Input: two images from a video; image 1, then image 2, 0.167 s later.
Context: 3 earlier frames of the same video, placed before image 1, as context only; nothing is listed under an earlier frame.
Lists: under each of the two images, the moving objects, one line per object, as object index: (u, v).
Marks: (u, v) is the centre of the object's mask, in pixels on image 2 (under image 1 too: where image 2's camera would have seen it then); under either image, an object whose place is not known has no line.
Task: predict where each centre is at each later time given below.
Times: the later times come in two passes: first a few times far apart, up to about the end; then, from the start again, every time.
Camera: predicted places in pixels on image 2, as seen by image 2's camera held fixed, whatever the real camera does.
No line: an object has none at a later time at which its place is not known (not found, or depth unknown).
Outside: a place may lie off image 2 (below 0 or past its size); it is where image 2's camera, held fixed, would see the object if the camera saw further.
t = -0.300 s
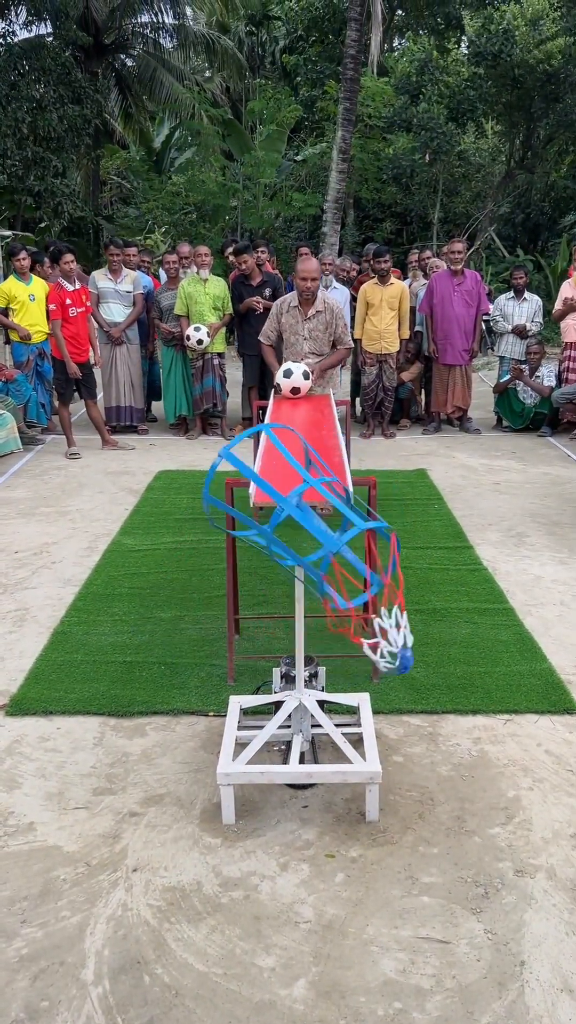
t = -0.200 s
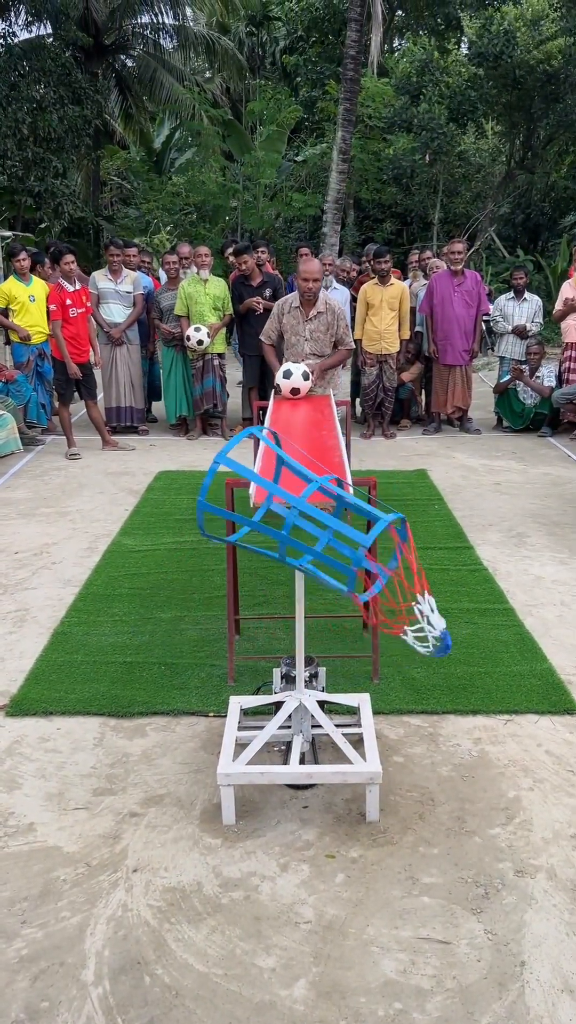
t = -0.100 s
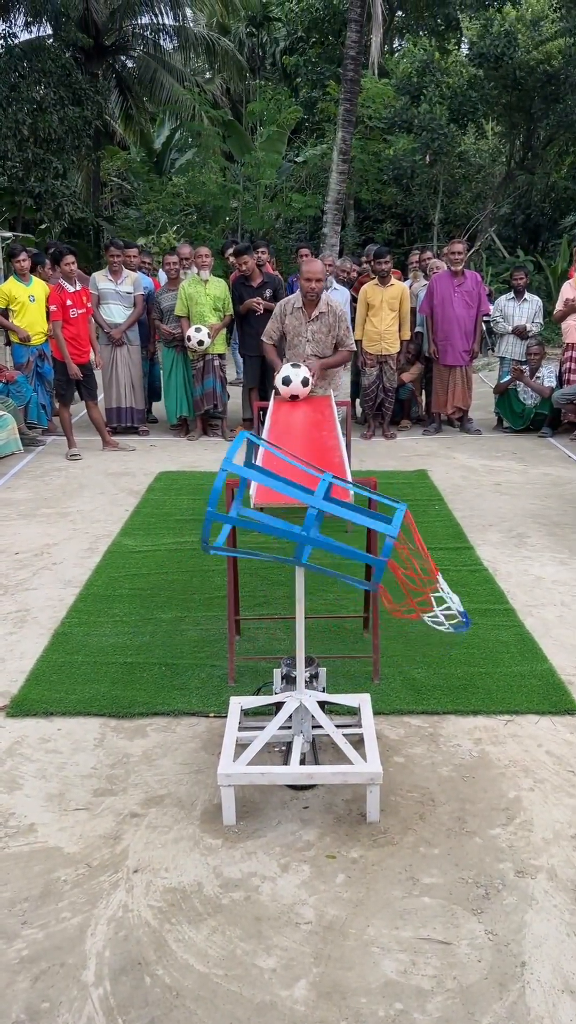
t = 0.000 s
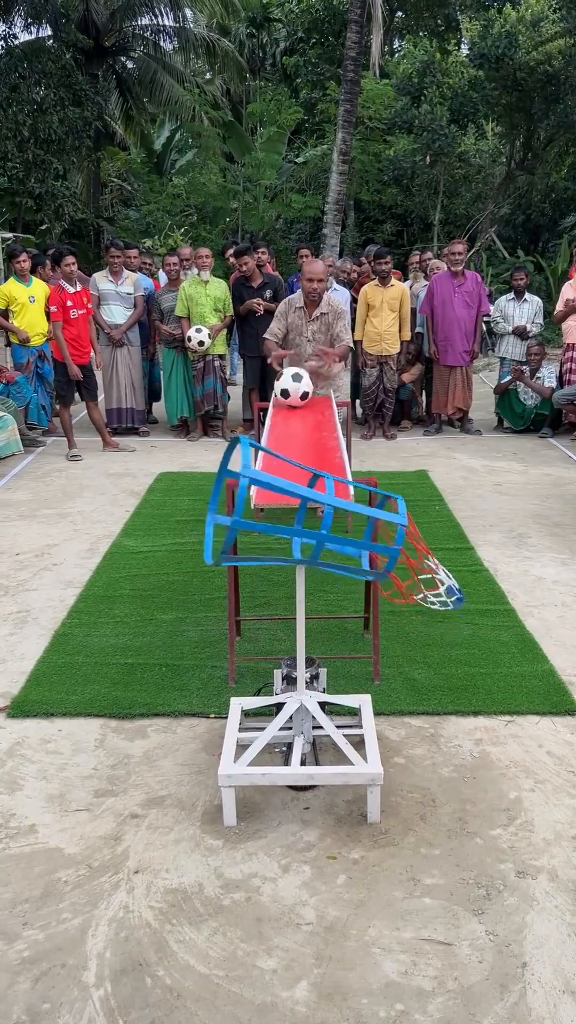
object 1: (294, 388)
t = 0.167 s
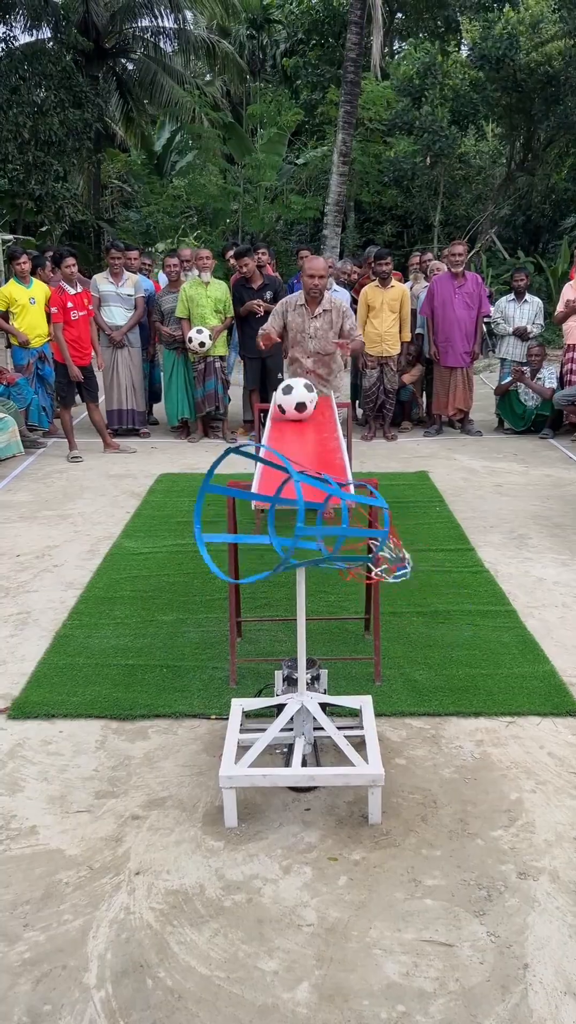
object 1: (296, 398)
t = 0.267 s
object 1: (298, 405)
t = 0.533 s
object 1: (304, 424)
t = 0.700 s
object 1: (308, 438)
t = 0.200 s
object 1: (297, 400)
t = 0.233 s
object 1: (297, 403)
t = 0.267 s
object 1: (298, 405)
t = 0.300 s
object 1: (299, 408)
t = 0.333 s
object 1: (300, 409)
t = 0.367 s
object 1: (300, 412)
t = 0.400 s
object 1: (301, 414)
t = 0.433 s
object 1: (302, 416)
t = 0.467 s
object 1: (303, 419)
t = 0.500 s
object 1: (303, 421)
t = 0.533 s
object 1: (304, 424)
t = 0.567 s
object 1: (305, 426)
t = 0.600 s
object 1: (306, 429)
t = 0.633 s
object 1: (306, 432)
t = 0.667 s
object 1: (307, 435)
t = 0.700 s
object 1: (308, 438)
